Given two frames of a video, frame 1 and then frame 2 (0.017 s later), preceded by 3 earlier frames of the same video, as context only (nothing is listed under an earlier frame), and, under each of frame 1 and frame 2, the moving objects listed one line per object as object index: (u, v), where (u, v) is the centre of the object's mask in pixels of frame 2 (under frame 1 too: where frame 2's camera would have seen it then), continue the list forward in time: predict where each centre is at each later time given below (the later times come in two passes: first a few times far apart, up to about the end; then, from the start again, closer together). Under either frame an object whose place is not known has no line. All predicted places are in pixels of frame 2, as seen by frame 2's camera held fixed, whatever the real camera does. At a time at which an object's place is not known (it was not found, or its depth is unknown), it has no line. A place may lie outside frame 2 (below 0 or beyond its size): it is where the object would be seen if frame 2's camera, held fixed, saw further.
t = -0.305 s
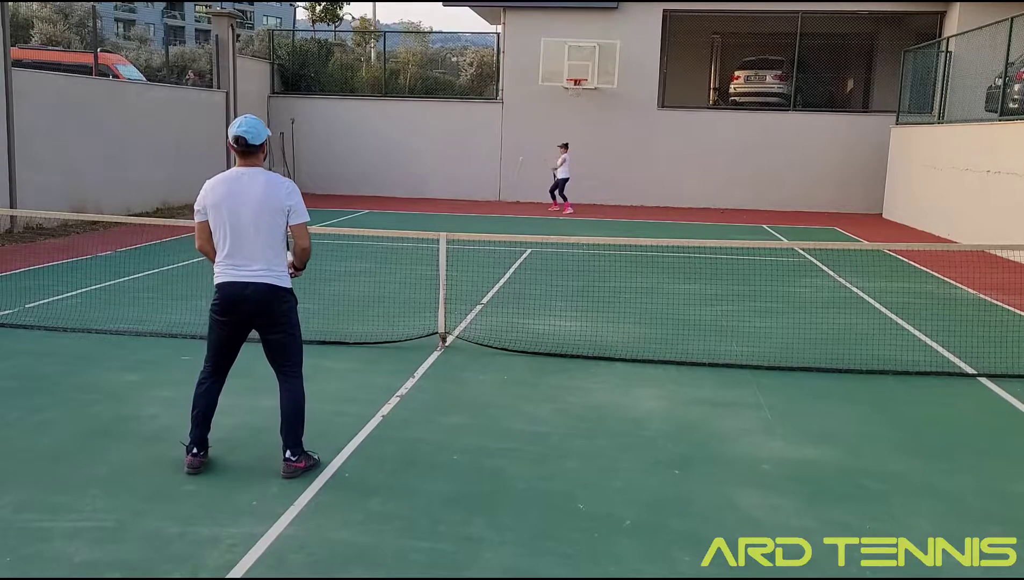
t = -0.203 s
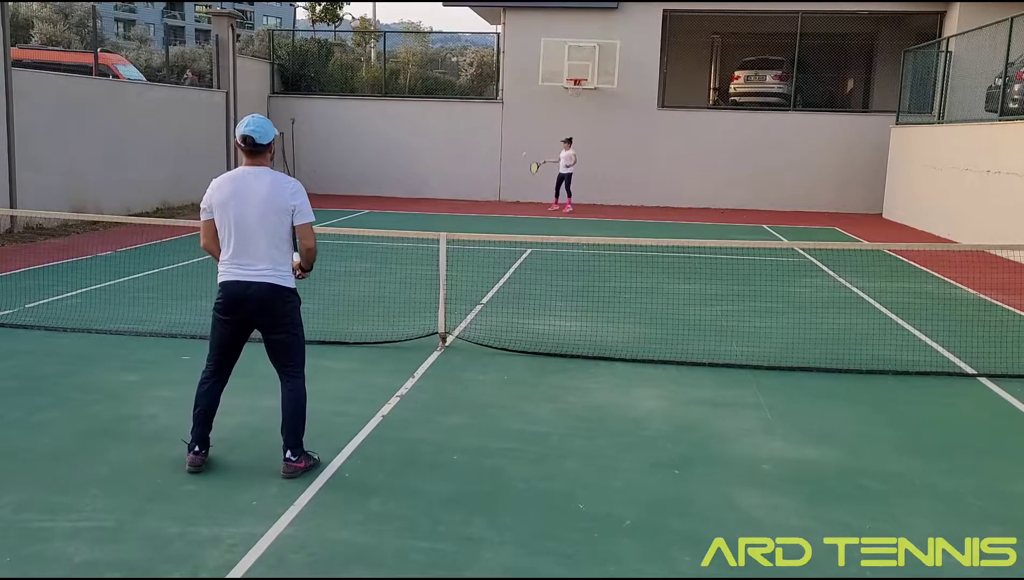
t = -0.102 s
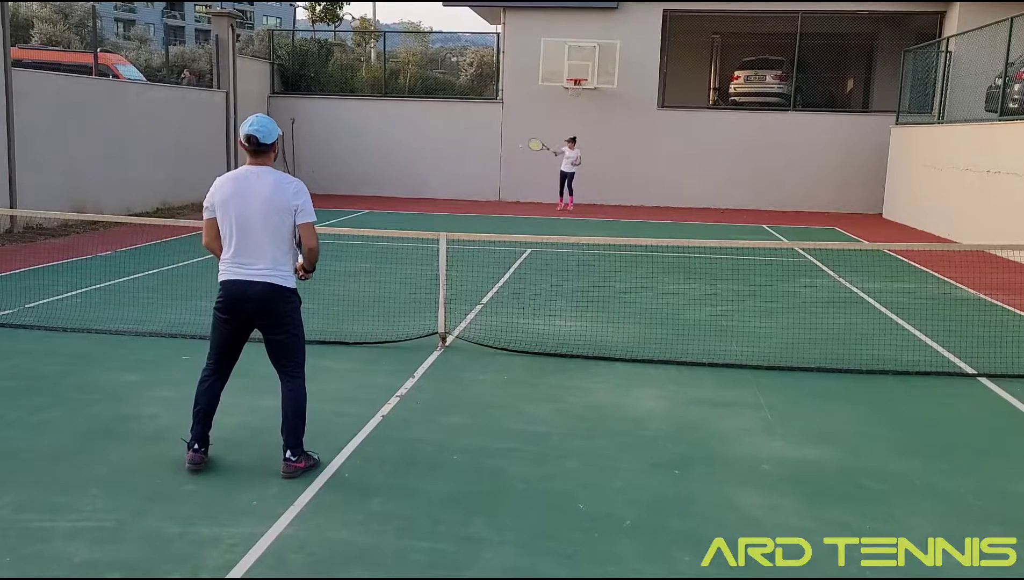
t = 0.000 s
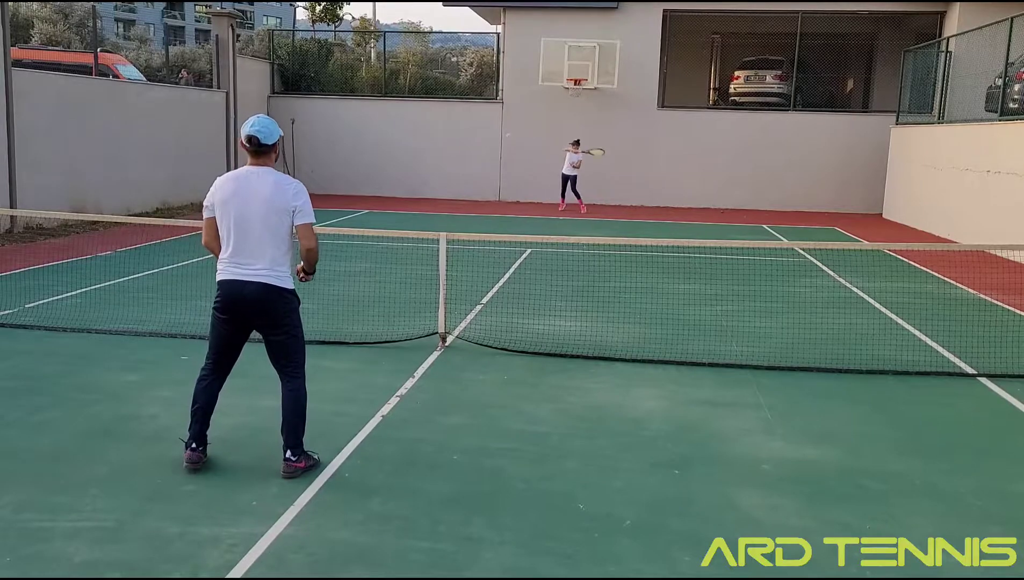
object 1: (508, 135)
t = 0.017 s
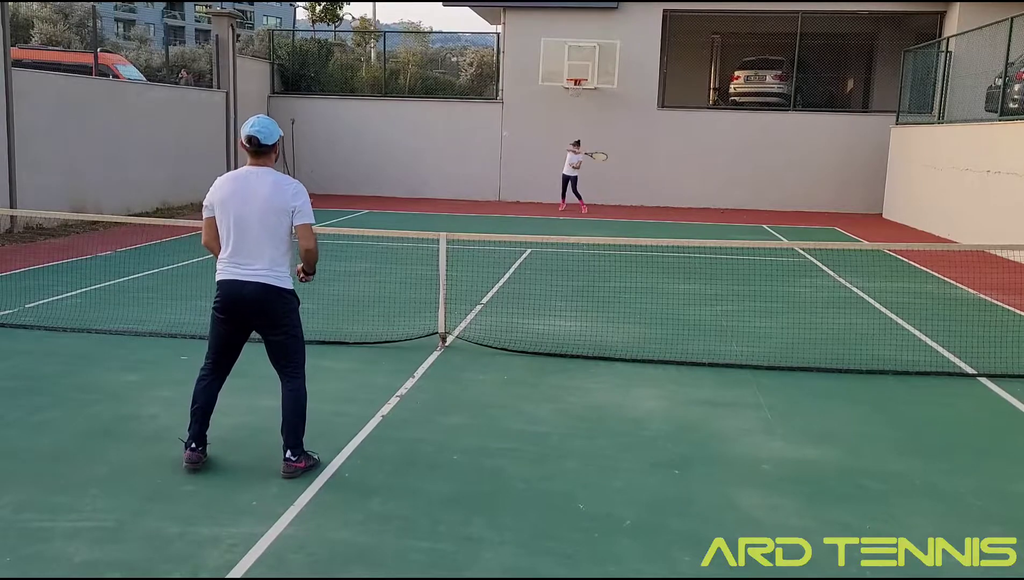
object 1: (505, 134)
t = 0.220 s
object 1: (466, 128)
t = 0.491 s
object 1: (372, 190)
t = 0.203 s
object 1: (469, 128)
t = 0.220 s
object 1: (466, 128)
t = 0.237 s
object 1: (462, 130)
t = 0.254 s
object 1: (458, 130)
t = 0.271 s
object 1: (453, 132)
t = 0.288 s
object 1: (449, 134)
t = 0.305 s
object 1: (444, 135)
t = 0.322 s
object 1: (439, 139)
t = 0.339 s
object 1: (434, 141)
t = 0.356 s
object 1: (429, 144)
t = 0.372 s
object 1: (423, 148)
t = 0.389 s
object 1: (417, 152)
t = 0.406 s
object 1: (409, 157)
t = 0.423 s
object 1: (403, 163)
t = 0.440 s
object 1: (396, 168)
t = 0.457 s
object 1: (389, 175)
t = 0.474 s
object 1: (380, 182)
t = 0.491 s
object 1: (372, 190)
